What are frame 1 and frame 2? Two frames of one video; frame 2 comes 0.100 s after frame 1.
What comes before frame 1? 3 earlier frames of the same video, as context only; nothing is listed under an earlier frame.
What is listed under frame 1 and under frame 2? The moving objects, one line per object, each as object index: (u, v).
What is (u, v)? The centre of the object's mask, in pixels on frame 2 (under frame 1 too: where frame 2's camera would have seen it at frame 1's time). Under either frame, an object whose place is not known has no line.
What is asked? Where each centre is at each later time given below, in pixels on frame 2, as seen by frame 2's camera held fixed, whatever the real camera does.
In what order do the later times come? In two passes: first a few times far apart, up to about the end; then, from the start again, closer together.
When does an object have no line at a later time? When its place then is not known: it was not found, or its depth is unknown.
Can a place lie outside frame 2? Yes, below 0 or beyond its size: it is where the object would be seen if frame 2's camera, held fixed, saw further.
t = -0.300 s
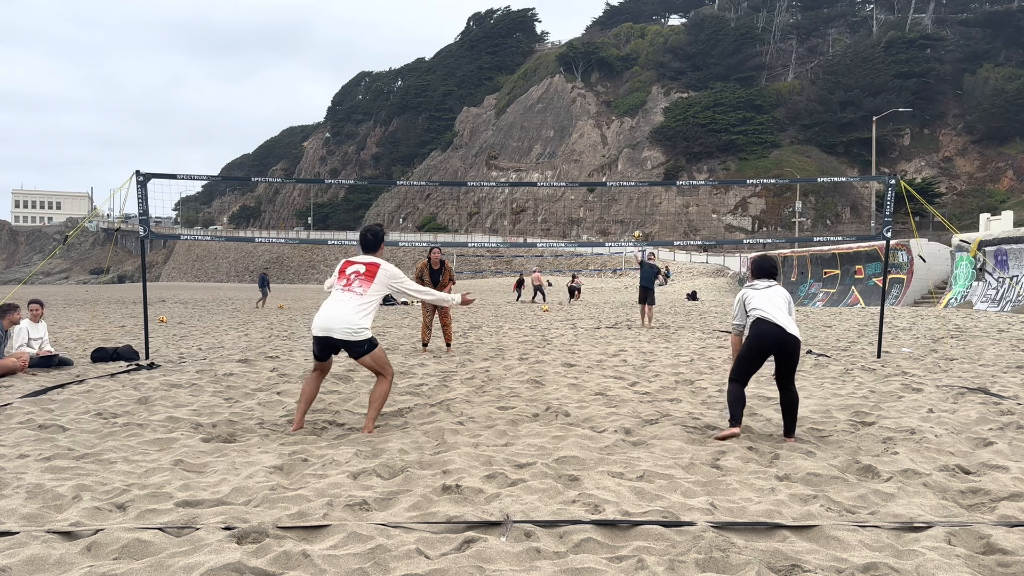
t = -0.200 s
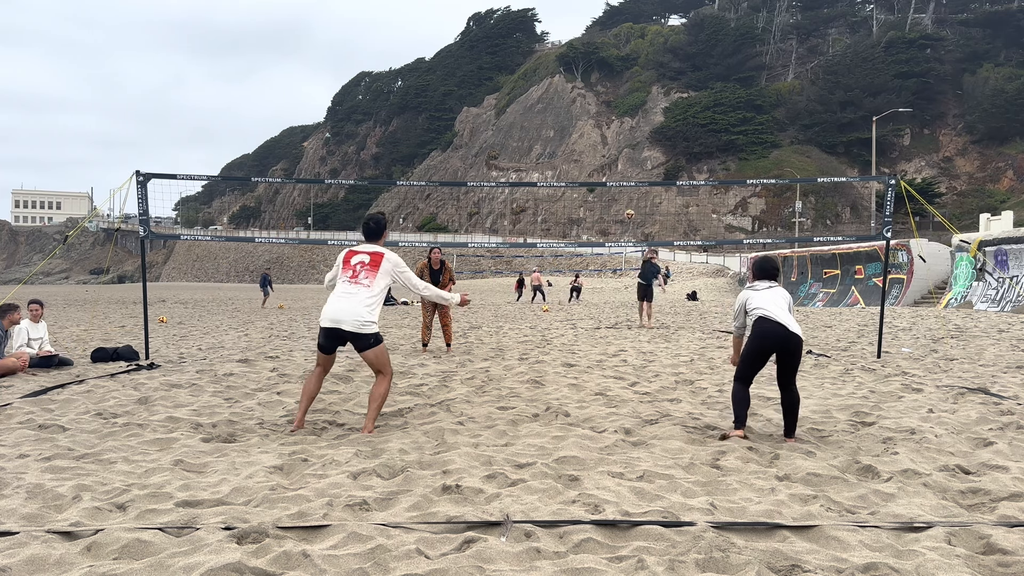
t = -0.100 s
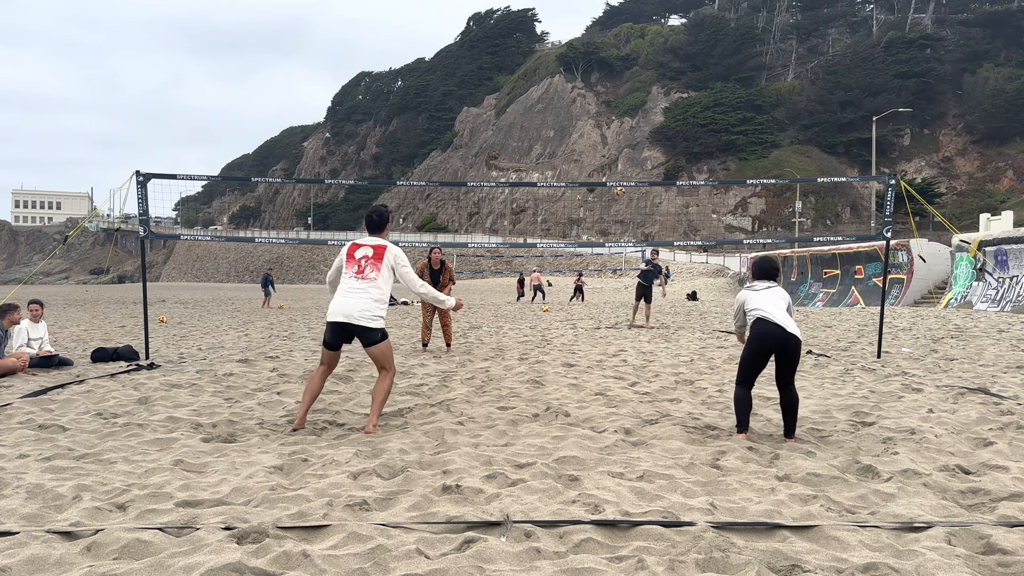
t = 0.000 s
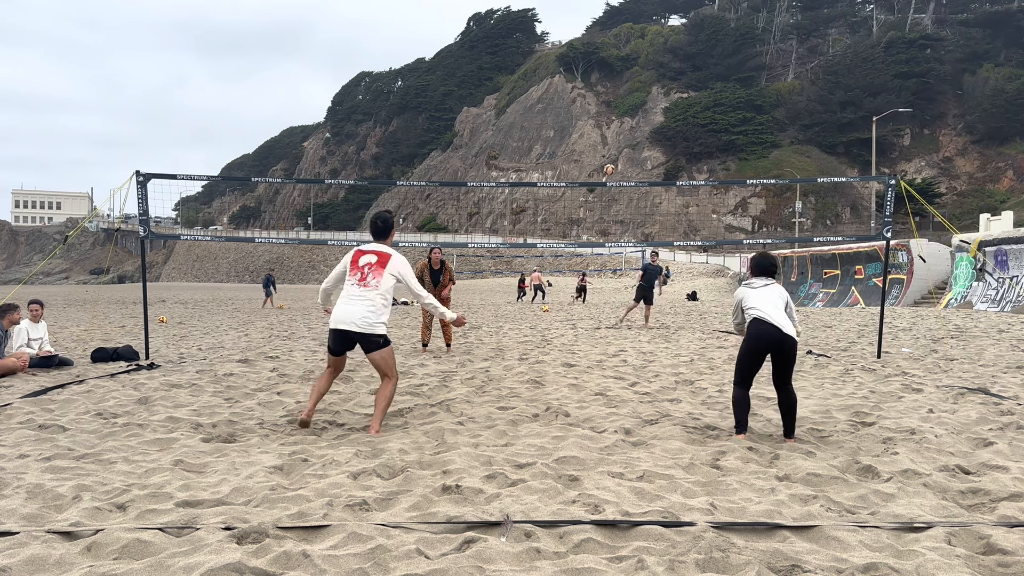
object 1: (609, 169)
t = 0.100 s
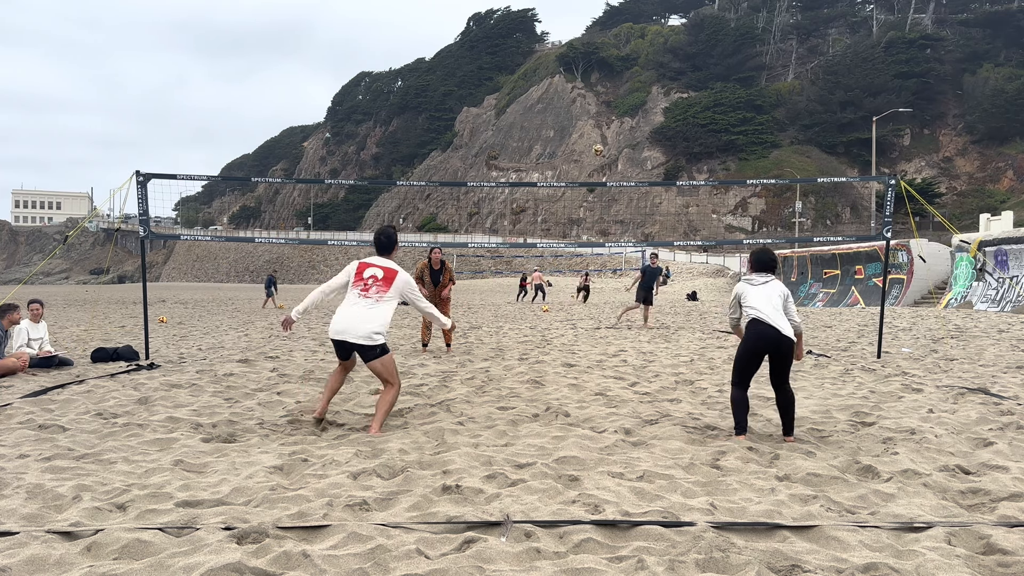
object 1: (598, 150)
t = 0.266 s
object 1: (576, 121)
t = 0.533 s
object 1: (531, 99)
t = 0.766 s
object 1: (477, 115)
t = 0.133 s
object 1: (594, 143)
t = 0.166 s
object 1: (589, 137)
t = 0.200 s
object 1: (585, 132)
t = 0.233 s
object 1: (580, 126)
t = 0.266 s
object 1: (576, 121)
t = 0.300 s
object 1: (571, 117)
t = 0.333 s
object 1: (566, 113)
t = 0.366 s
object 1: (560, 109)
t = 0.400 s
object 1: (555, 106)
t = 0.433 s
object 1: (549, 103)
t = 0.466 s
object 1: (543, 101)
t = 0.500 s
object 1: (537, 100)
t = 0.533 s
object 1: (531, 99)
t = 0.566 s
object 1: (523, 99)
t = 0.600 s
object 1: (517, 100)
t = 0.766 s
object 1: (477, 115)
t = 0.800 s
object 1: (467, 122)
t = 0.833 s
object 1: (459, 129)
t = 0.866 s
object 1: (449, 139)
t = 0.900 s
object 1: (439, 147)
